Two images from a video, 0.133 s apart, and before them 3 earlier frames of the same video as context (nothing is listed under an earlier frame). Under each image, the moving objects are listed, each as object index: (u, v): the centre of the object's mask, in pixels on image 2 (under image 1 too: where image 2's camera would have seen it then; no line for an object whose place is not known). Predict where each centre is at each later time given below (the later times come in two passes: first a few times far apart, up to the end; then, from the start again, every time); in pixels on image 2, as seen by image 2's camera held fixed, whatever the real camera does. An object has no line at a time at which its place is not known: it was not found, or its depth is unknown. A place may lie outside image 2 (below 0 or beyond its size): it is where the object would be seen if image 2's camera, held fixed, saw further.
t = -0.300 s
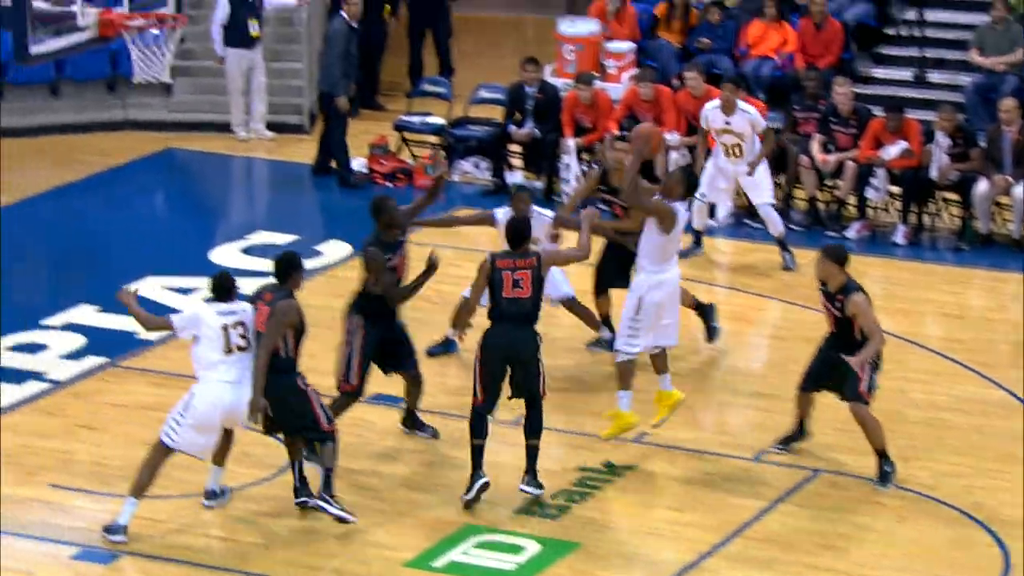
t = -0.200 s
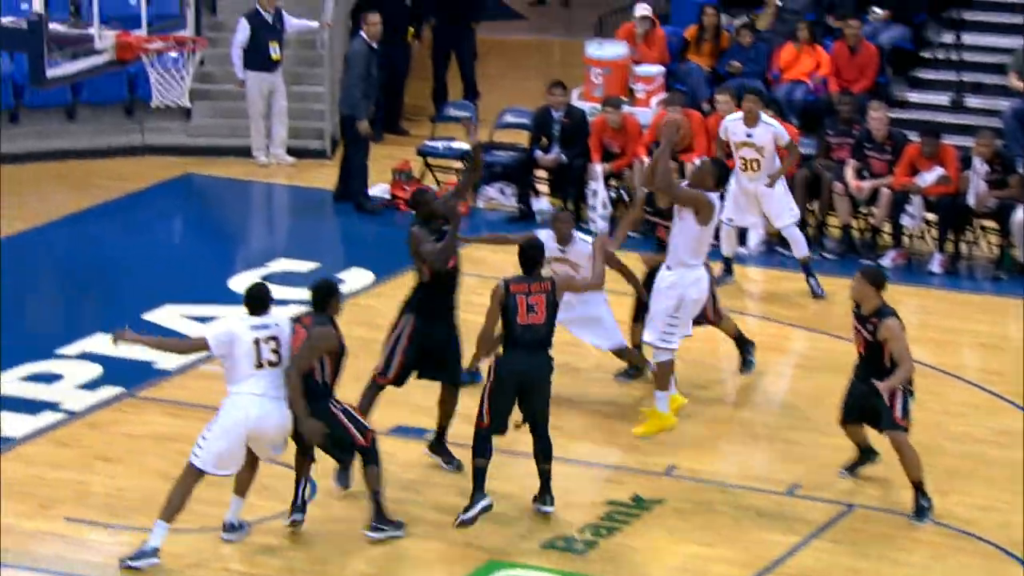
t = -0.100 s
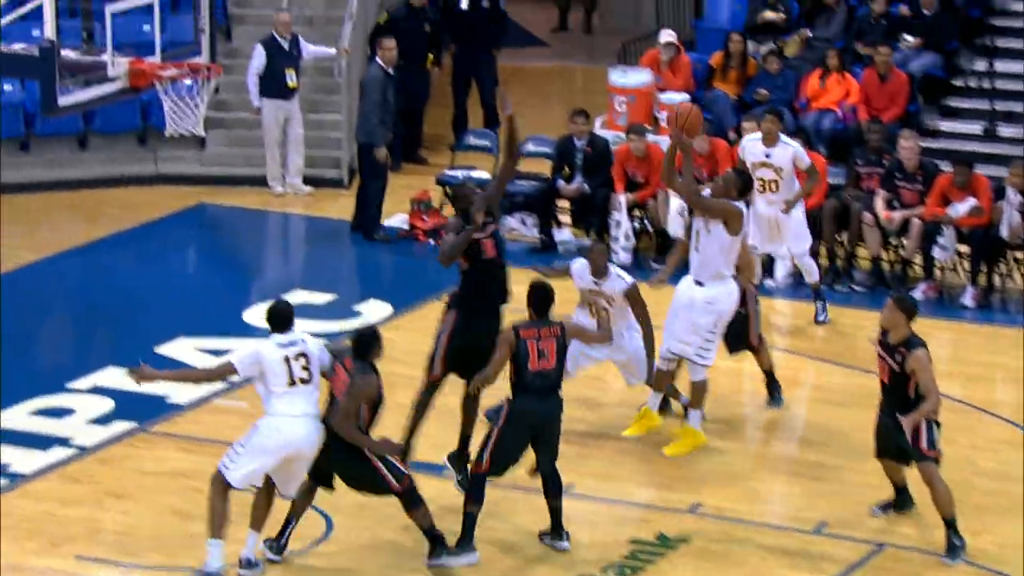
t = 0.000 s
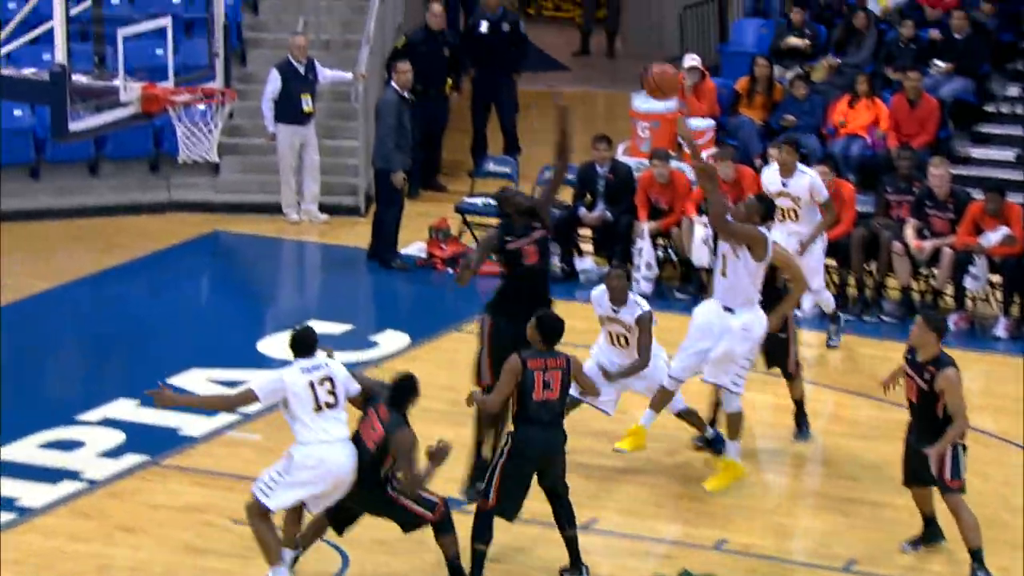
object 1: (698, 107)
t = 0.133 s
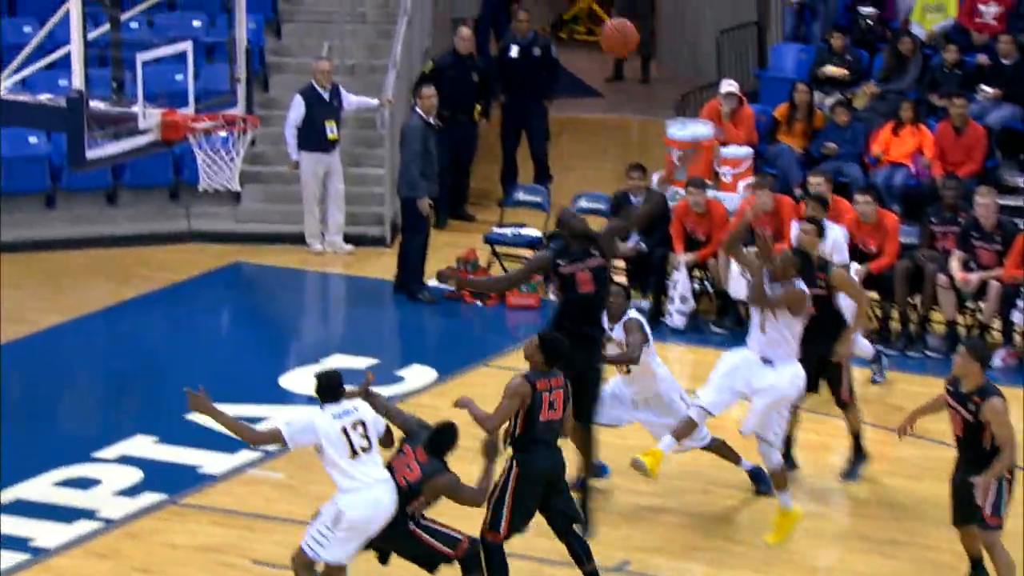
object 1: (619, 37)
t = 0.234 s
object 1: (557, 2)
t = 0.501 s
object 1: (395, -14)
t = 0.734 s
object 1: (256, 67)
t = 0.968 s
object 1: (237, 145)
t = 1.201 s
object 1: (230, 167)
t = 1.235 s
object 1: (226, 169)
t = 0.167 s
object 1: (598, 24)
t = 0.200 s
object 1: (577, 12)
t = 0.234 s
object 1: (557, 2)
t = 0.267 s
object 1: (538, -6)
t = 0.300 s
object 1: (518, -13)
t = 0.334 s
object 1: (497, -17)
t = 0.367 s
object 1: (477, -20)
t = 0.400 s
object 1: (456, -22)
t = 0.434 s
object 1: (436, -21)
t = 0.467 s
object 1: (415, -19)
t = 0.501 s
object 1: (395, -14)
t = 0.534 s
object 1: (375, -8)
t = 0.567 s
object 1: (355, 0)
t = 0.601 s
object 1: (335, 10)
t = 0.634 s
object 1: (316, 21)
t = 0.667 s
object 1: (296, 34)
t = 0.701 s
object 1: (276, 50)
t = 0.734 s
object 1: (256, 67)
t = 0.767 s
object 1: (237, 85)
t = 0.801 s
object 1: (218, 106)
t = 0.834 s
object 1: (207, 120)
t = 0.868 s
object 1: (214, 122)
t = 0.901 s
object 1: (222, 126)
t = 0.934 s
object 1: (230, 133)
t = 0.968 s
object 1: (237, 145)
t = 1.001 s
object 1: (244, 149)
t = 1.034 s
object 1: (246, 151)
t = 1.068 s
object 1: (245, 147)
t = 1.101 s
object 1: (239, 143)
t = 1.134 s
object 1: (237, 141)
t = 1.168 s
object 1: (234, 141)
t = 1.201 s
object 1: (230, 167)
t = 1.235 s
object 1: (226, 169)
